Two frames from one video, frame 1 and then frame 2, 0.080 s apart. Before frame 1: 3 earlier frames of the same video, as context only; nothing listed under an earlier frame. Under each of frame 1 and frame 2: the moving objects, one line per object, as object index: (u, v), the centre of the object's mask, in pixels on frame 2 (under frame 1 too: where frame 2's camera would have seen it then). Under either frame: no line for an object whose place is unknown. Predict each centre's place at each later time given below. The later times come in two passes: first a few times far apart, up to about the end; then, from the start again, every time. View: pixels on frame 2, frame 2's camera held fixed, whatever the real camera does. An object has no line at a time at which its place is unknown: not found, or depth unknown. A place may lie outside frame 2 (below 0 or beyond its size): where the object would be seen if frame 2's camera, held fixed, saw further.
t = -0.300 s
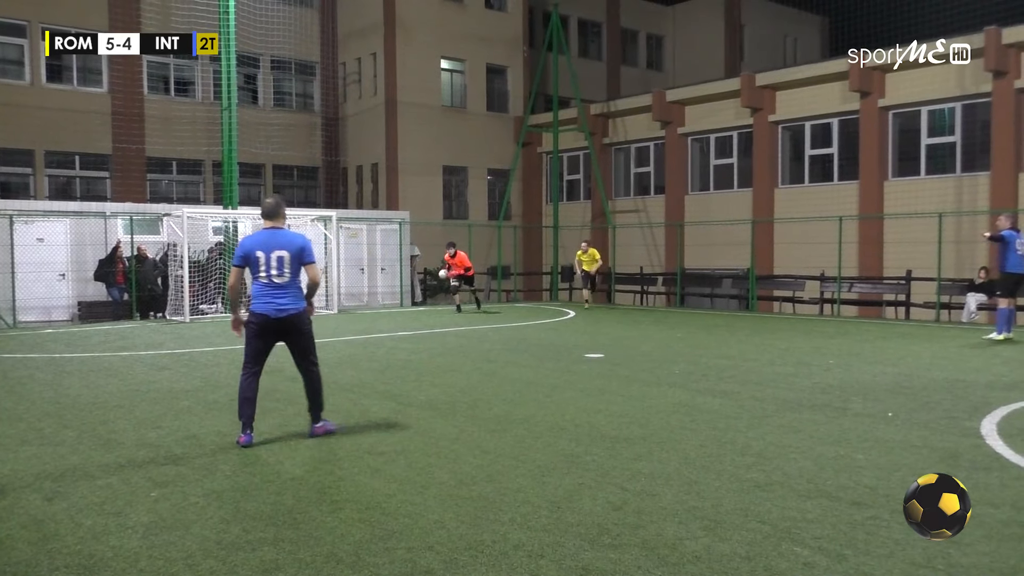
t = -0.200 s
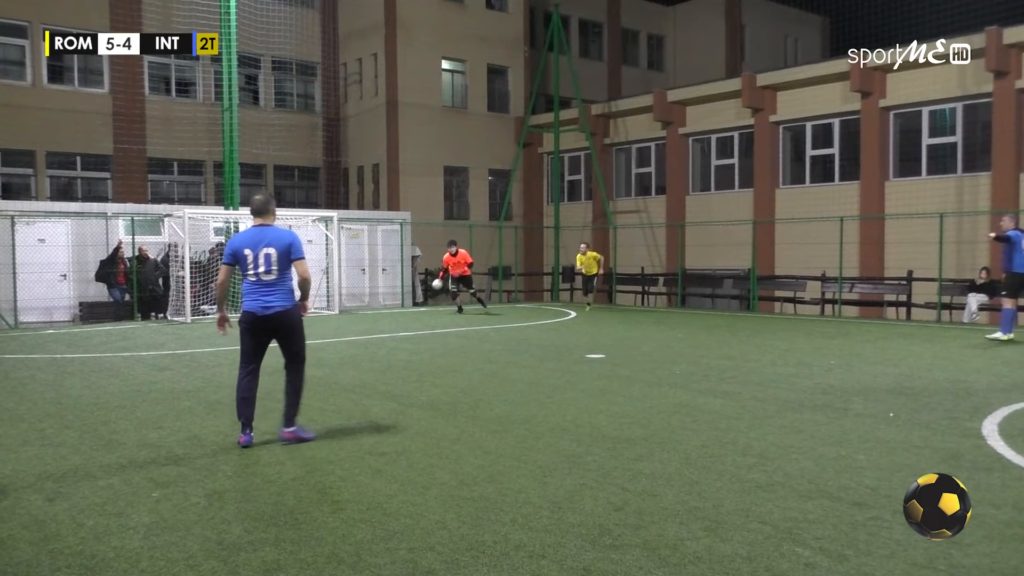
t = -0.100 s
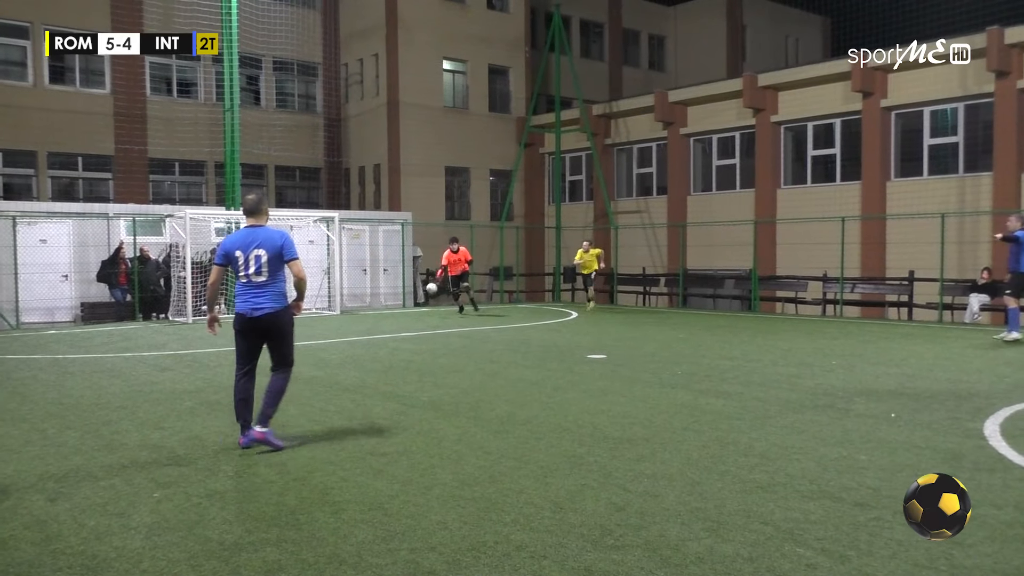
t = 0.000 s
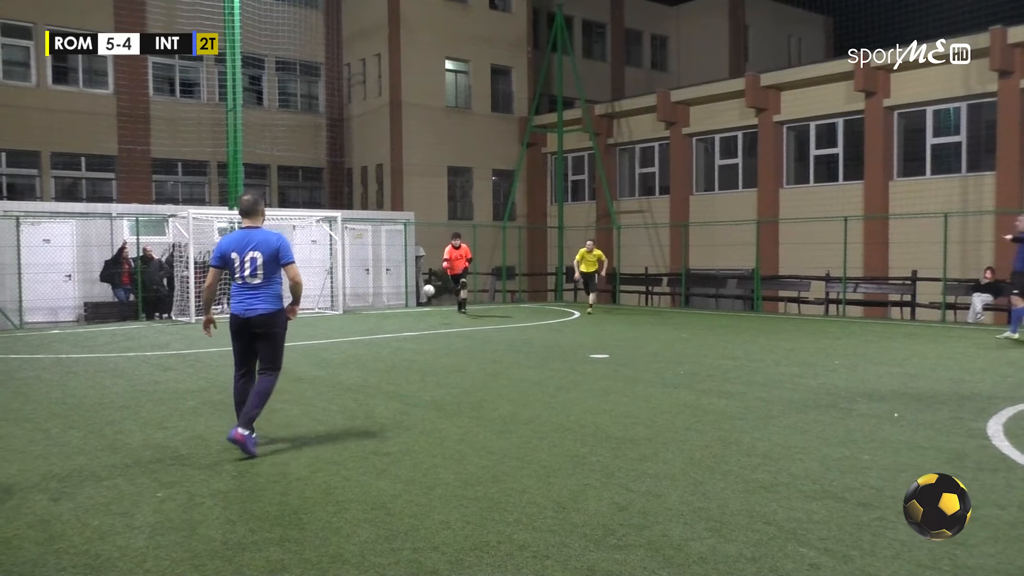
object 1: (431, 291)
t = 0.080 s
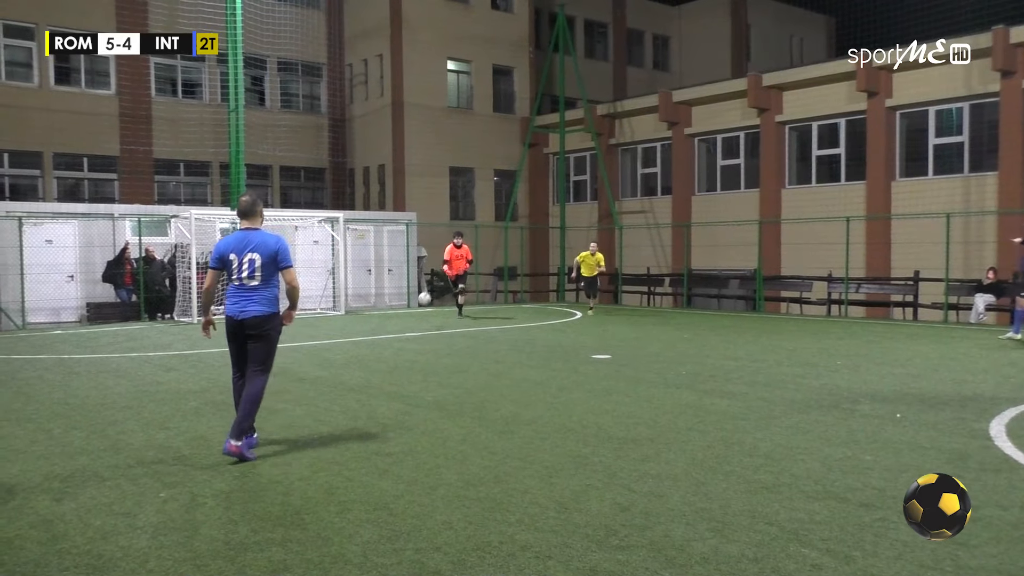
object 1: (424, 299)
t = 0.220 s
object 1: (412, 325)
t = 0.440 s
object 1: (385, 332)
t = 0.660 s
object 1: (345, 376)
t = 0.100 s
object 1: (423, 301)
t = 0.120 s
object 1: (421, 304)
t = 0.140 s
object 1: (419, 307)
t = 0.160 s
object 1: (418, 311)
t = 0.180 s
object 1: (415, 315)
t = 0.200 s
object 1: (414, 320)
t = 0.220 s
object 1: (412, 325)
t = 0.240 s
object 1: (409, 332)
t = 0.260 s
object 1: (407, 335)
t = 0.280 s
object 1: (405, 334)
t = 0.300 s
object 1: (403, 333)
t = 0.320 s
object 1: (400, 331)
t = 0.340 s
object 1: (398, 331)
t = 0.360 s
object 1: (396, 330)
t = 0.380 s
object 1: (393, 330)
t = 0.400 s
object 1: (390, 331)
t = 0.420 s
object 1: (388, 332)
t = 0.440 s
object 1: (385, 332)
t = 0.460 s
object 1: (382, 333)
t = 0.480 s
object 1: (379, 335)
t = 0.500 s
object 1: (375, 338)
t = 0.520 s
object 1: (372, 341)
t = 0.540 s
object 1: (369, 343)
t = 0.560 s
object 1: (365, 347)
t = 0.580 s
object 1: (361, 352)
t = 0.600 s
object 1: (357, 357)
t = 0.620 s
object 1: (353, 362)
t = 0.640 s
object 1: (349, 368)
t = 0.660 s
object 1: (345, 376)
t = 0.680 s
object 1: (341, 382)
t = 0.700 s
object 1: (335, 381)
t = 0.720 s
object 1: (331, 380)
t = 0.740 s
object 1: (327, 379)
